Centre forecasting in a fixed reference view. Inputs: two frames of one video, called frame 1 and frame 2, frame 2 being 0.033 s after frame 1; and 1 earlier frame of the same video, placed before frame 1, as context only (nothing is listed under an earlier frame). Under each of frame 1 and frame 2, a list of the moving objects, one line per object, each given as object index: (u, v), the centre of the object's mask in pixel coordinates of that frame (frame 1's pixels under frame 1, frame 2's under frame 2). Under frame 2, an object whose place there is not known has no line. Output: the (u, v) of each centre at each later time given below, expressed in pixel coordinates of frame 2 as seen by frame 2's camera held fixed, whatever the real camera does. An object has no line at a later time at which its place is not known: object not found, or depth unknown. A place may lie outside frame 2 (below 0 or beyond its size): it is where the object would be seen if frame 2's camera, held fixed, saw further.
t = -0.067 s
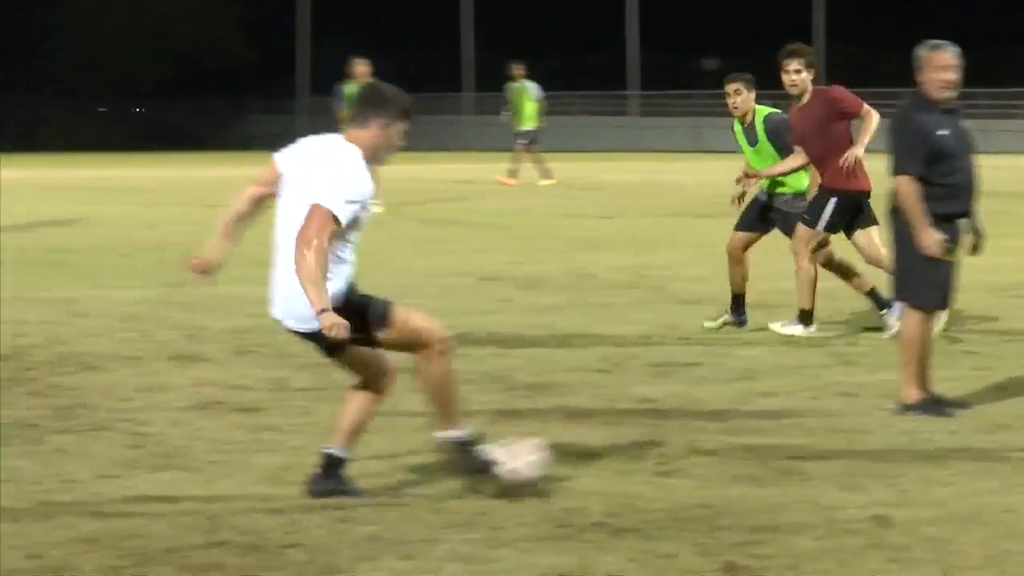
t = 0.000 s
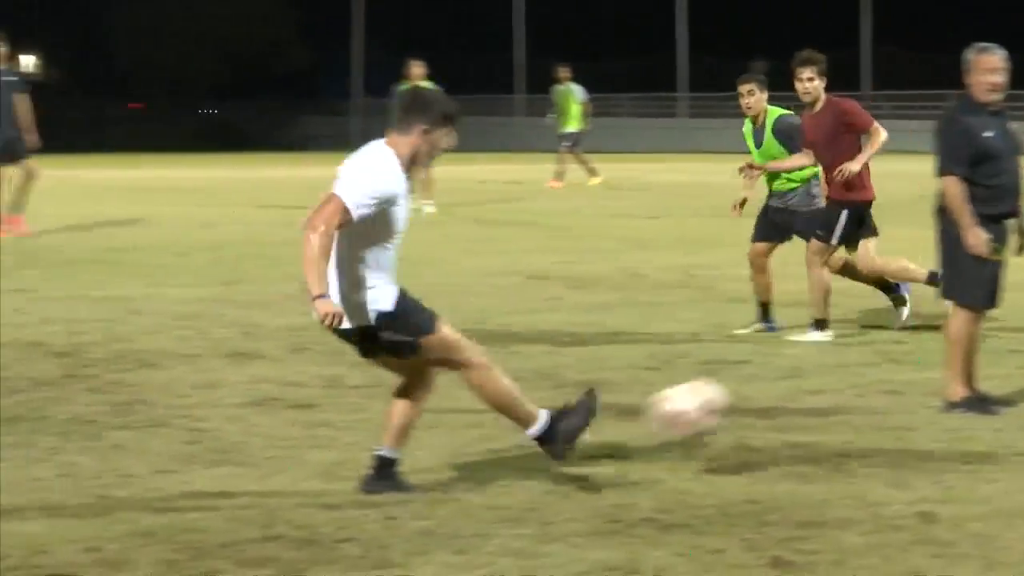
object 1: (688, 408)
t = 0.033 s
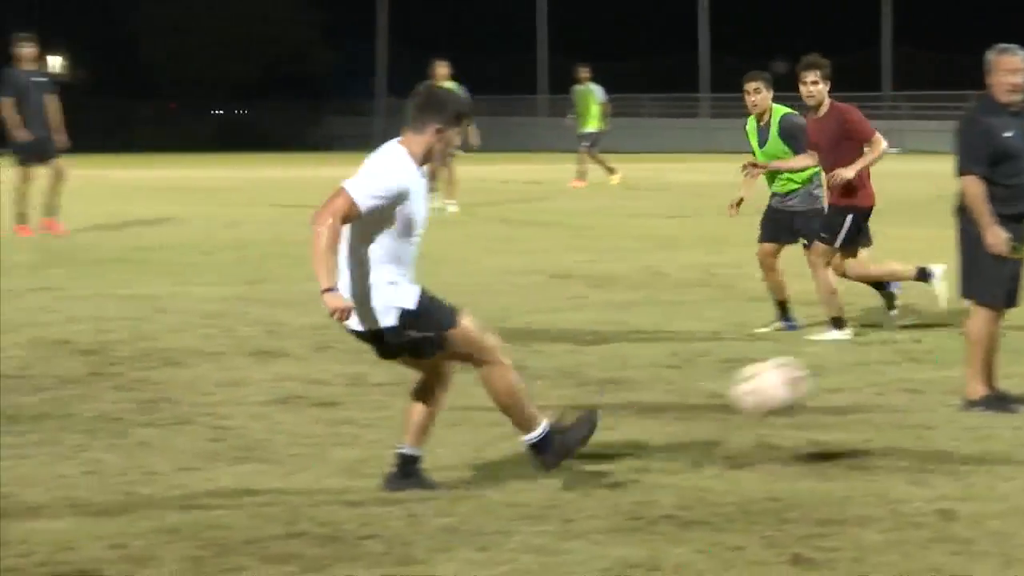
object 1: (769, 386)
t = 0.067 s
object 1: (831, 366)
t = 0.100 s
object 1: (883, 355)
